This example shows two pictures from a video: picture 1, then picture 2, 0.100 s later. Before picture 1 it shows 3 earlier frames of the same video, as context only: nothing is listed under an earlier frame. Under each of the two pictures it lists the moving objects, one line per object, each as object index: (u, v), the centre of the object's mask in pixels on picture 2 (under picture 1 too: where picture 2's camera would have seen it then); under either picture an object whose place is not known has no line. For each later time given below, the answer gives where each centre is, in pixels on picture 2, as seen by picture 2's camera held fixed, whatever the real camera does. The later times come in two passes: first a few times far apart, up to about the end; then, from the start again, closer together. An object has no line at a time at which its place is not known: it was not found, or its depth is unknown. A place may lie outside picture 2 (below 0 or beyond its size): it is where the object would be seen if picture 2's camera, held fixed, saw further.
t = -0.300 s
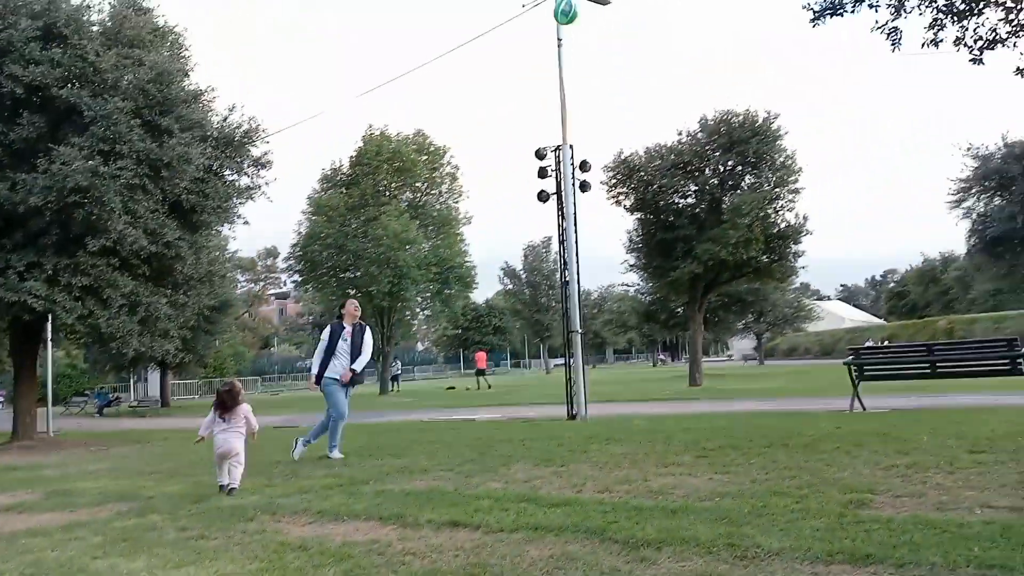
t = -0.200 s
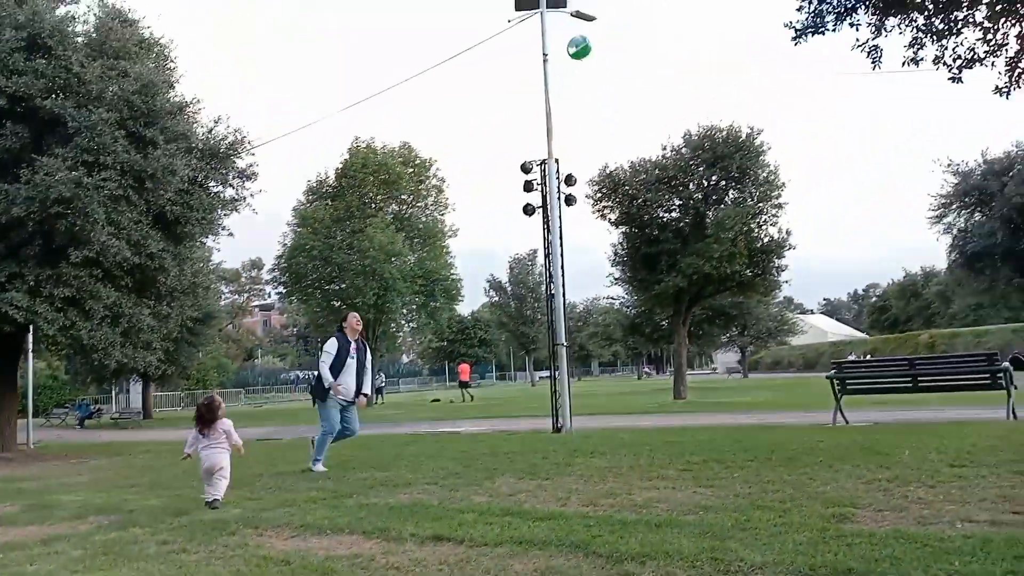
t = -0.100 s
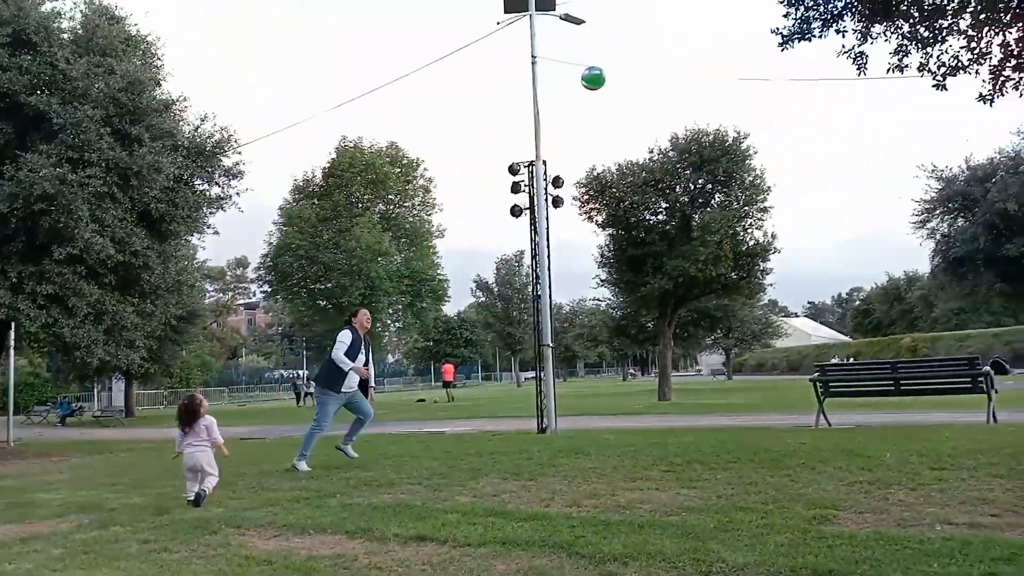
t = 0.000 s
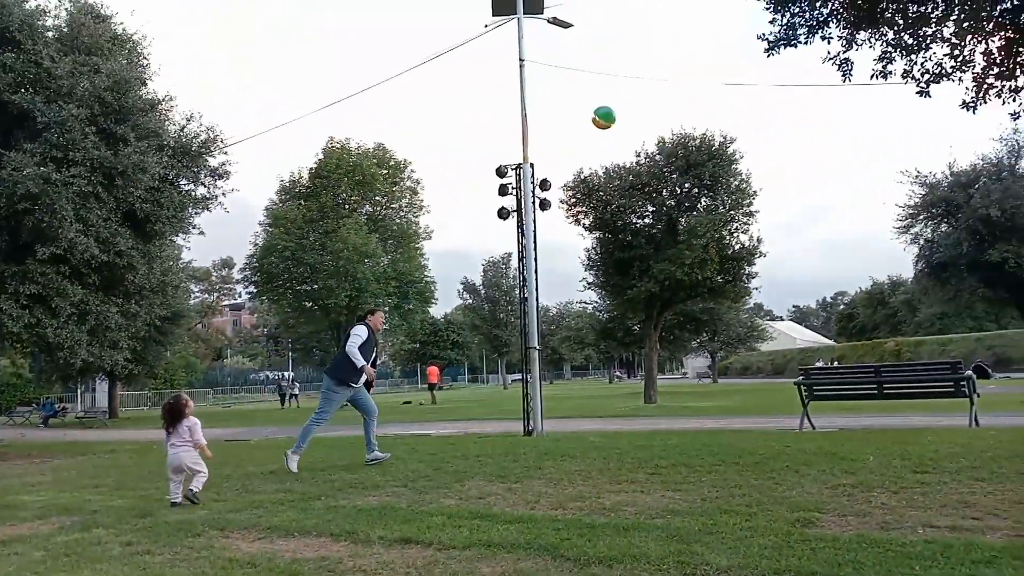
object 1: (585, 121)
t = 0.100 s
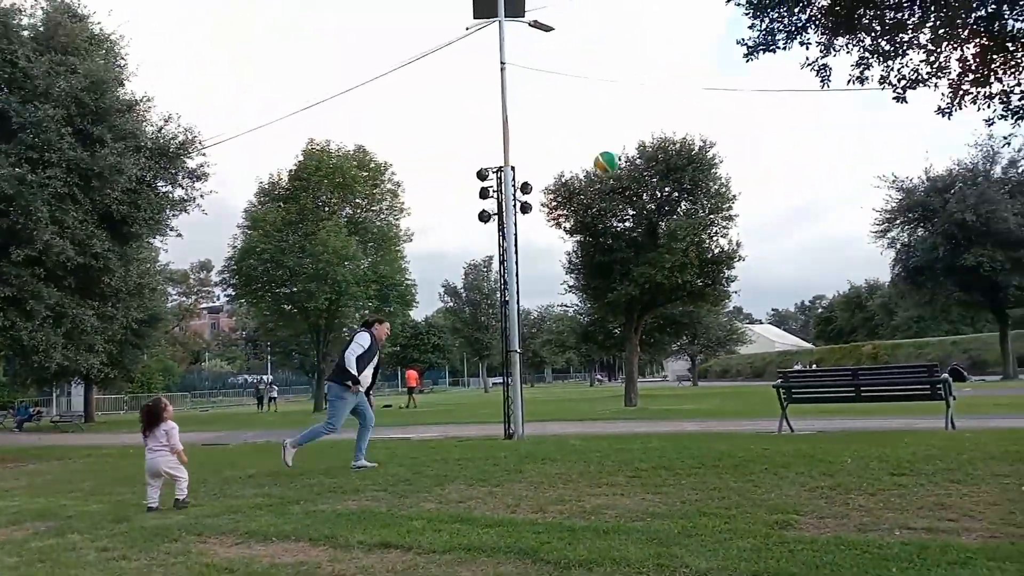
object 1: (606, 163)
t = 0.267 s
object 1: (638, 240)
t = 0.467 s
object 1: (667, 327)
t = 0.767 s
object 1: (706, 402)
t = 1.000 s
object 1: (711, 366)
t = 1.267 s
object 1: (717, 380)
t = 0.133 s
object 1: (612, 178)
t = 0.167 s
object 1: (619, 192)
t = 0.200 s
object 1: (626, 208)
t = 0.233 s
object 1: (632, 224)
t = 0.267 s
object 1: (638, 240)
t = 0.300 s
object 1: (644, 257)
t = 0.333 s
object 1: (650, 274)
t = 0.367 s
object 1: (655, 291)
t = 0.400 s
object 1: (661, 309)
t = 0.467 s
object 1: (667, 327)
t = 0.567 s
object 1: (686, 381)
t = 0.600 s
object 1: (692, 400)
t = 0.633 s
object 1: (698, 421)
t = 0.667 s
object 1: (704, 432)
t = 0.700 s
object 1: (705, 421)
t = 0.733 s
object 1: (706, 411)
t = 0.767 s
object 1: (706, 402)
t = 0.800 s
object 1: (707, 394)
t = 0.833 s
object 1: (707, 387)
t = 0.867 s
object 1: (708, 380)
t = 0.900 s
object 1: (709, 374)
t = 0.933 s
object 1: (709, 371)
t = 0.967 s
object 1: (710, 367)
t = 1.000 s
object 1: (711, 366)
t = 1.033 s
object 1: (712, 364)
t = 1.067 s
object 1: (713, 364)
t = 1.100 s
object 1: (714, 364)
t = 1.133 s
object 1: (714, 366)
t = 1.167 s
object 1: (715, 368)
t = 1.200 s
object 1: (716, 371)
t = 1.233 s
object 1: (716, 375)
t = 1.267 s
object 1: (717, 380)
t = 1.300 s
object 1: (718, 385)
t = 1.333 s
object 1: (719, 392)
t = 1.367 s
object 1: (720, 400)
